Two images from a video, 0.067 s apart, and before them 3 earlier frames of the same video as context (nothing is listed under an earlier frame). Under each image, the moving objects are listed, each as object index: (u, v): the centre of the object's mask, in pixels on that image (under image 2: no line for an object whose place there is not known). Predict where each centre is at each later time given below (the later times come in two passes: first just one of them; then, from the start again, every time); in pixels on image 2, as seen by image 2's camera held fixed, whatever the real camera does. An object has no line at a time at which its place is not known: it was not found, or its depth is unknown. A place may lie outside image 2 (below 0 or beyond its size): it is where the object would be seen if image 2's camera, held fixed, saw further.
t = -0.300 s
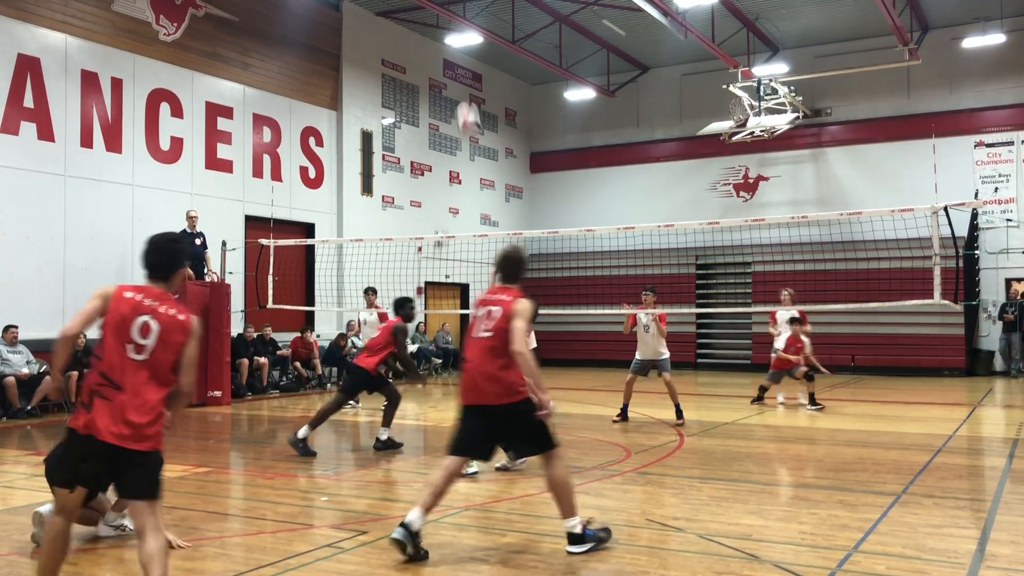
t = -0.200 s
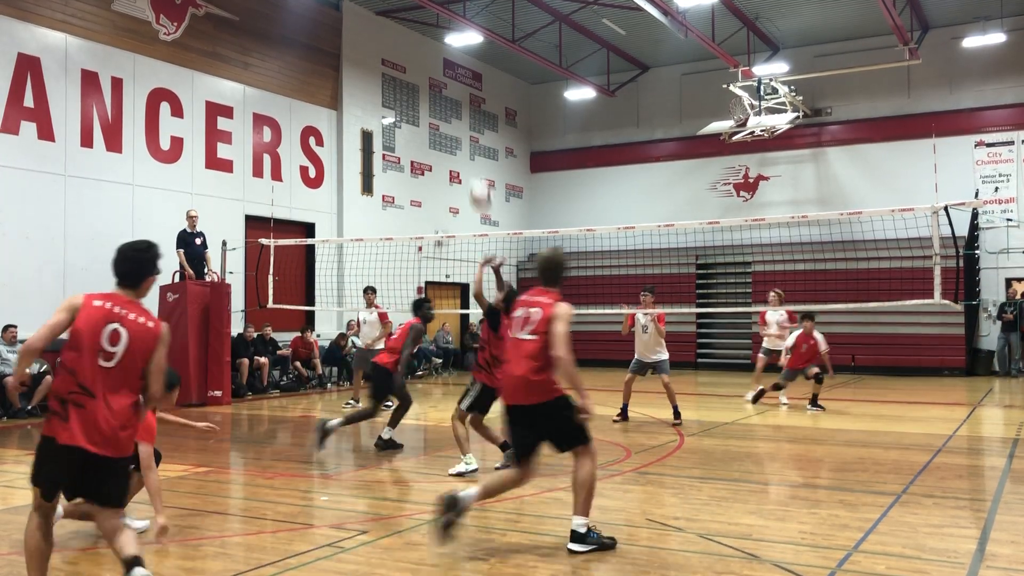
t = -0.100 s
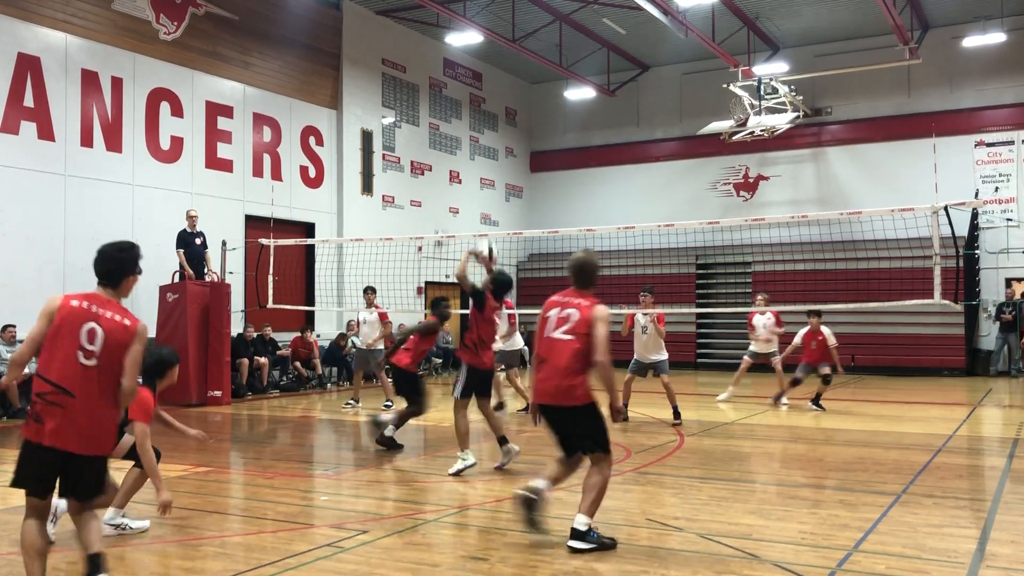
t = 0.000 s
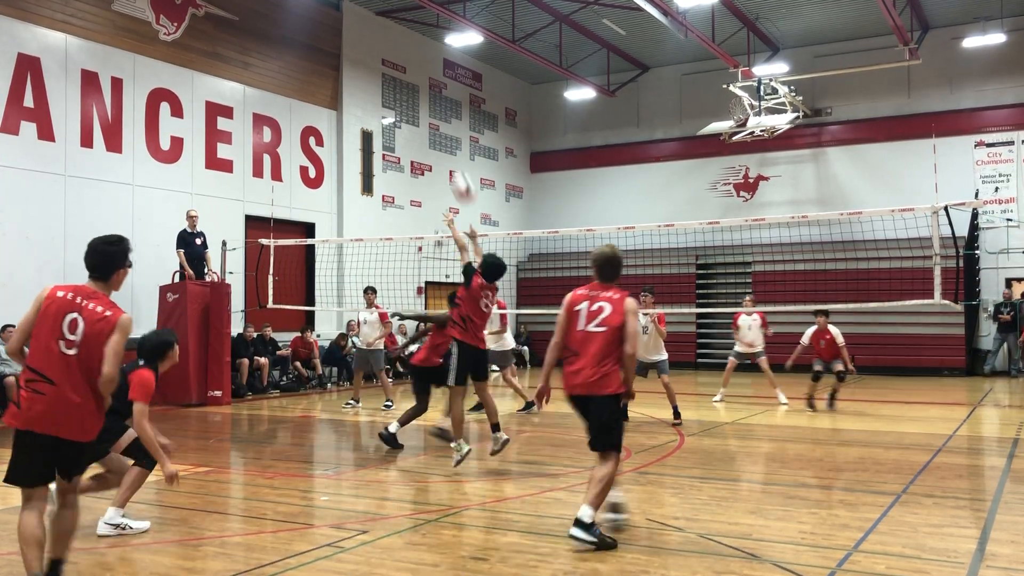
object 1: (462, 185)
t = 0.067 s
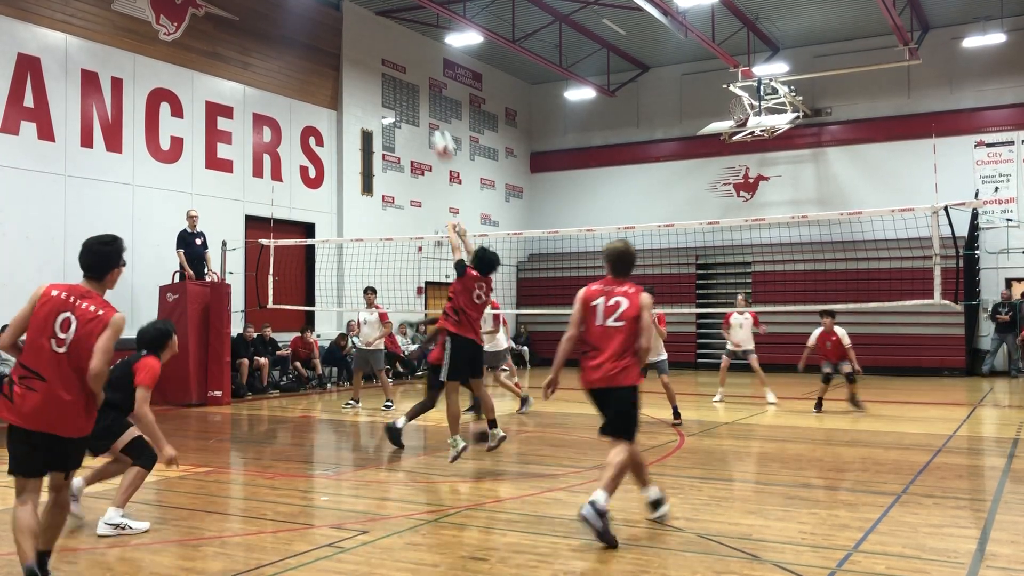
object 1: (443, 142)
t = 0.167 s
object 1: (415, 92)
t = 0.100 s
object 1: (433, 124)
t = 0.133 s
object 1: (424, 108)
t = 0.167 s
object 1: (415, 92)
